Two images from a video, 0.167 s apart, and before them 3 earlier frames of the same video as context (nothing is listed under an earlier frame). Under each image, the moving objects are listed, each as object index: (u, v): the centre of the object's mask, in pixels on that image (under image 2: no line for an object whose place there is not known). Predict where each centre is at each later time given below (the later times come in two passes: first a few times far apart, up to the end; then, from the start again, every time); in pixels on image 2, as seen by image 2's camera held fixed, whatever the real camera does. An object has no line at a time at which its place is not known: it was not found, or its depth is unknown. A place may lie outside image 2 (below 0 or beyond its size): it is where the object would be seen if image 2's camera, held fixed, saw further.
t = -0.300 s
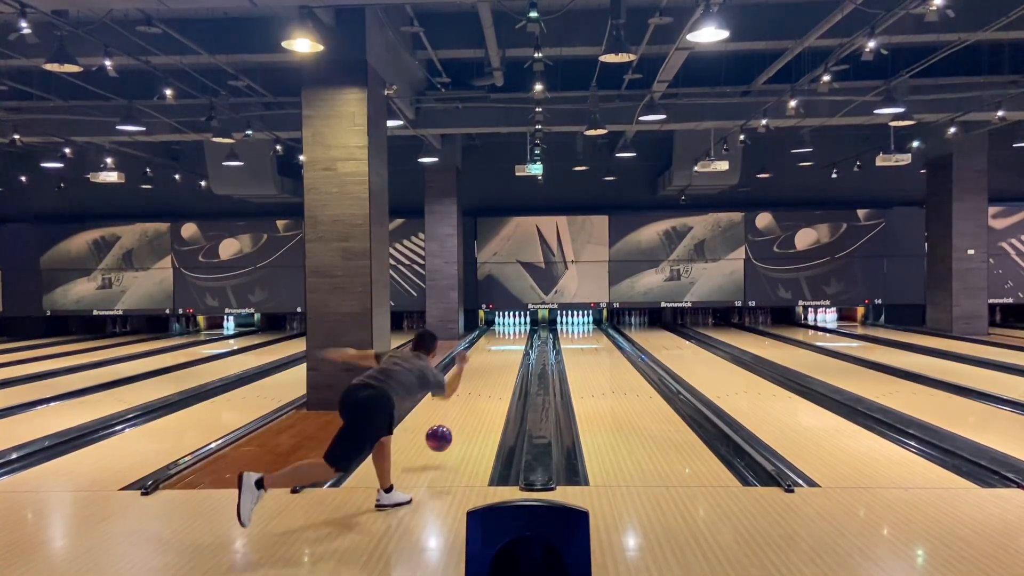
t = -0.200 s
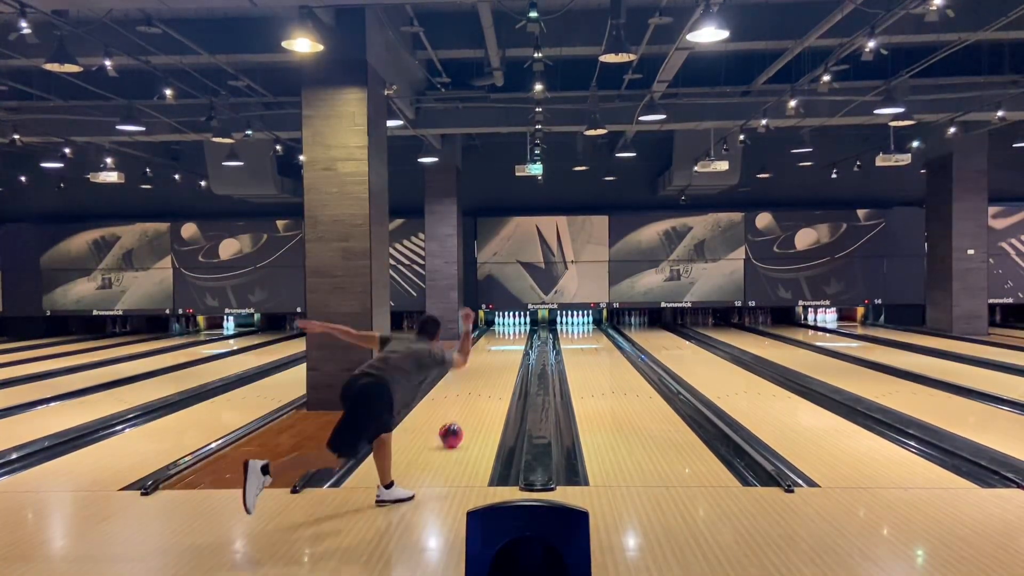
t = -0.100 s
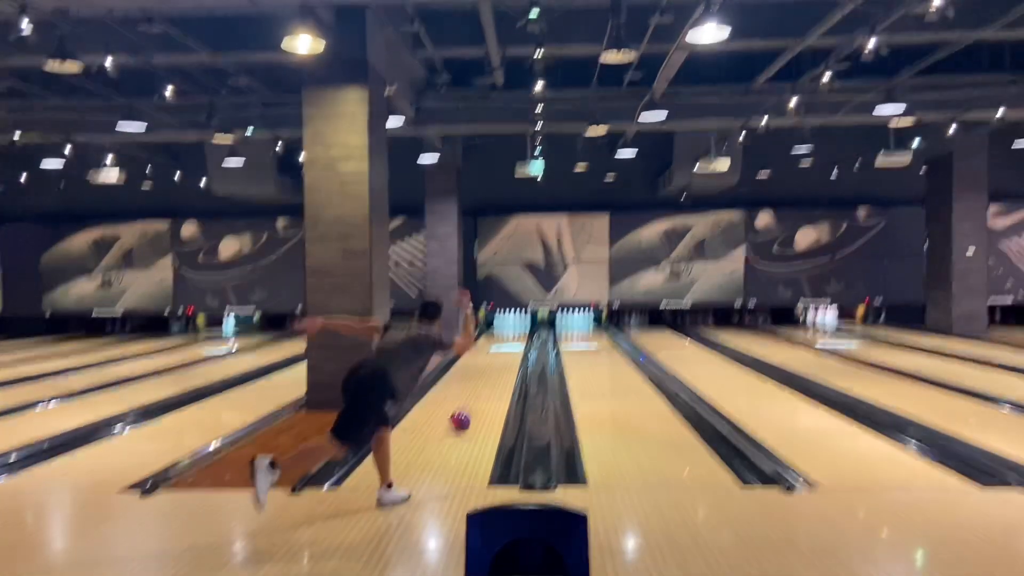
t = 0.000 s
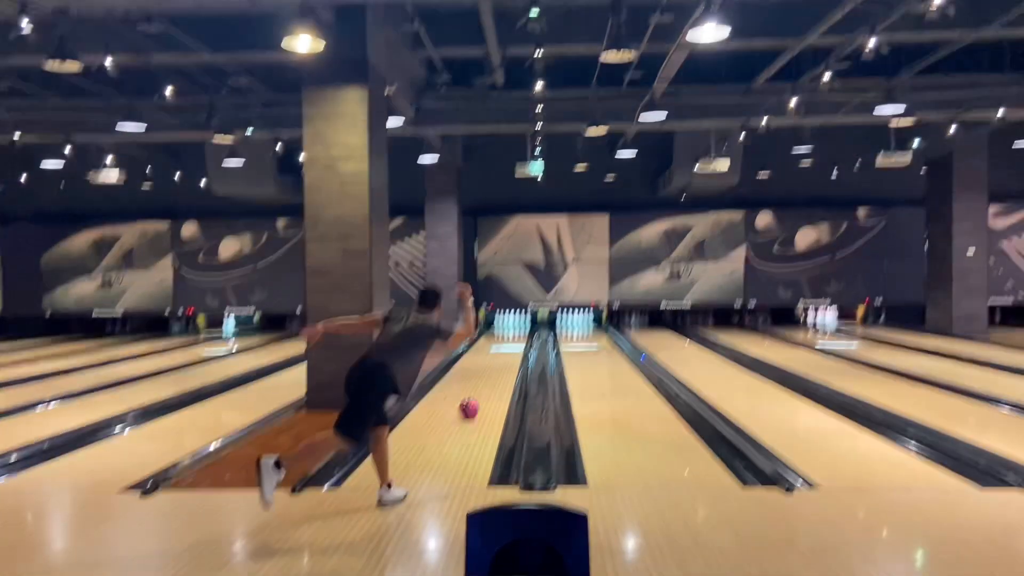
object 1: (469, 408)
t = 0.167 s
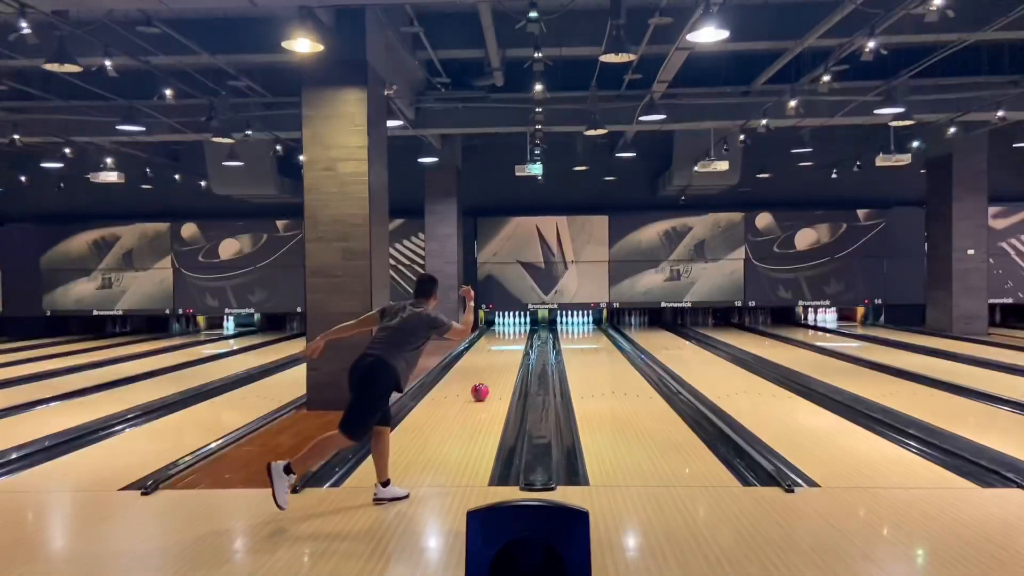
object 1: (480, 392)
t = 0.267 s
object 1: (485, 384)
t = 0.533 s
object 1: (496, 367)
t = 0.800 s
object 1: (504, 355)
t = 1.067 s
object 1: (510, 345)
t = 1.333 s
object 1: (514, 338)
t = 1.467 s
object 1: (515, 335)
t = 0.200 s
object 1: (482, 389)
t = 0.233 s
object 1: (483, 387)
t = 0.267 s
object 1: (485, 384)
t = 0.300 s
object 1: (487, 382)
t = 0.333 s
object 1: (488, 379)
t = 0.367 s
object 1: (490, 377)
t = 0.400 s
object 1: (491, 375)
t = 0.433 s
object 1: (492, 373)
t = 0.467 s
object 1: (494, 371)
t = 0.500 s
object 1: (495, 369)
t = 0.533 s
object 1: (496, 367)
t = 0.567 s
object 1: (497, 365)
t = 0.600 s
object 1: (498, 364)
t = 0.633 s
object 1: (499, 362)
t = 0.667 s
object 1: (500, 361)
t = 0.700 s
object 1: (501, 359)
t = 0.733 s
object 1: (502, 357)
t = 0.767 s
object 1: (503, 356)
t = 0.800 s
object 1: (504, 355)
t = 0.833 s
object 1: (505, 354)
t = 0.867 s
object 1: (506, 352)
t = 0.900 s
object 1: (506, 351)
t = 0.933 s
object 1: (507, 350)
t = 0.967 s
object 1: (508, 348)
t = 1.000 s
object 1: (509, 347)
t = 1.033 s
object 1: (509, 346)
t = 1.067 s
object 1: (510, 345)
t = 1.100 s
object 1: (510, 344)
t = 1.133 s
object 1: (511, 343)
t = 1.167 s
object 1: (512, 342)
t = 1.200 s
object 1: (512, 341)
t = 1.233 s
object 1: (513, 340)
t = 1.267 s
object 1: (513, 339)
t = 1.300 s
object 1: (513, 338)
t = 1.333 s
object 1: (514, 338)
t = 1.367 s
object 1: (514, 337)
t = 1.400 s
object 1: (514, 336)
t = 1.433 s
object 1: (515, 335)
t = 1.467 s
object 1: (515, 335)
